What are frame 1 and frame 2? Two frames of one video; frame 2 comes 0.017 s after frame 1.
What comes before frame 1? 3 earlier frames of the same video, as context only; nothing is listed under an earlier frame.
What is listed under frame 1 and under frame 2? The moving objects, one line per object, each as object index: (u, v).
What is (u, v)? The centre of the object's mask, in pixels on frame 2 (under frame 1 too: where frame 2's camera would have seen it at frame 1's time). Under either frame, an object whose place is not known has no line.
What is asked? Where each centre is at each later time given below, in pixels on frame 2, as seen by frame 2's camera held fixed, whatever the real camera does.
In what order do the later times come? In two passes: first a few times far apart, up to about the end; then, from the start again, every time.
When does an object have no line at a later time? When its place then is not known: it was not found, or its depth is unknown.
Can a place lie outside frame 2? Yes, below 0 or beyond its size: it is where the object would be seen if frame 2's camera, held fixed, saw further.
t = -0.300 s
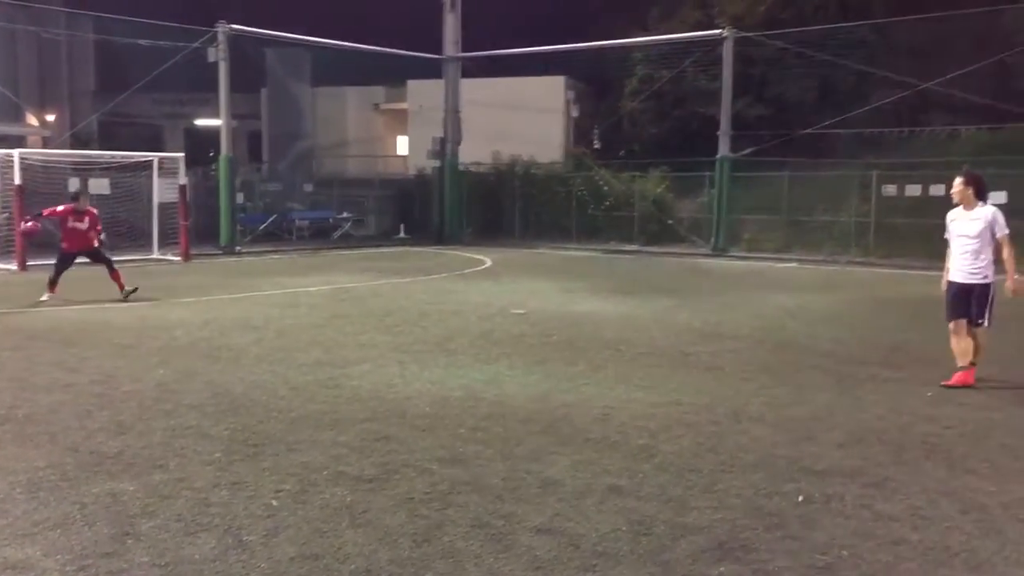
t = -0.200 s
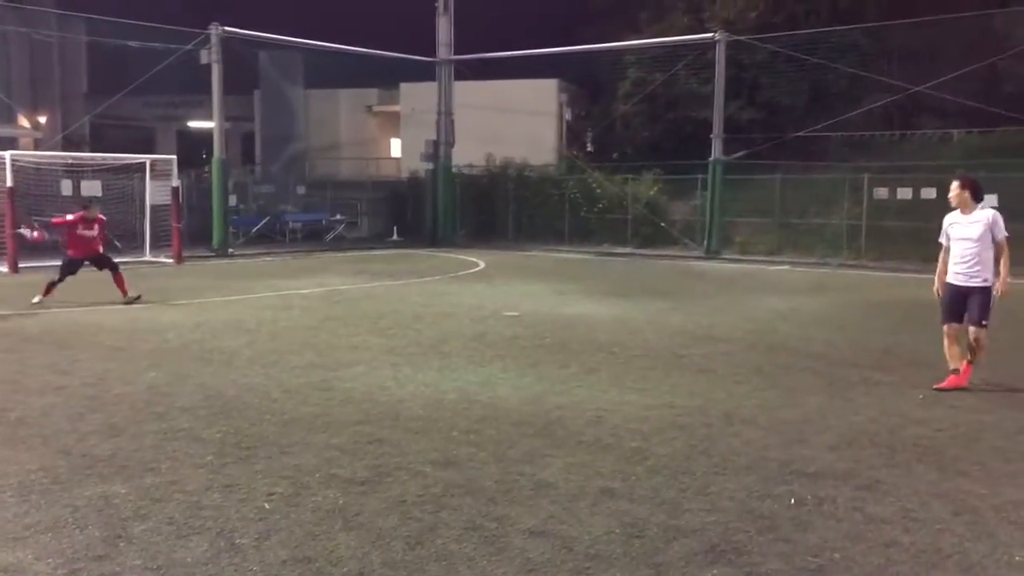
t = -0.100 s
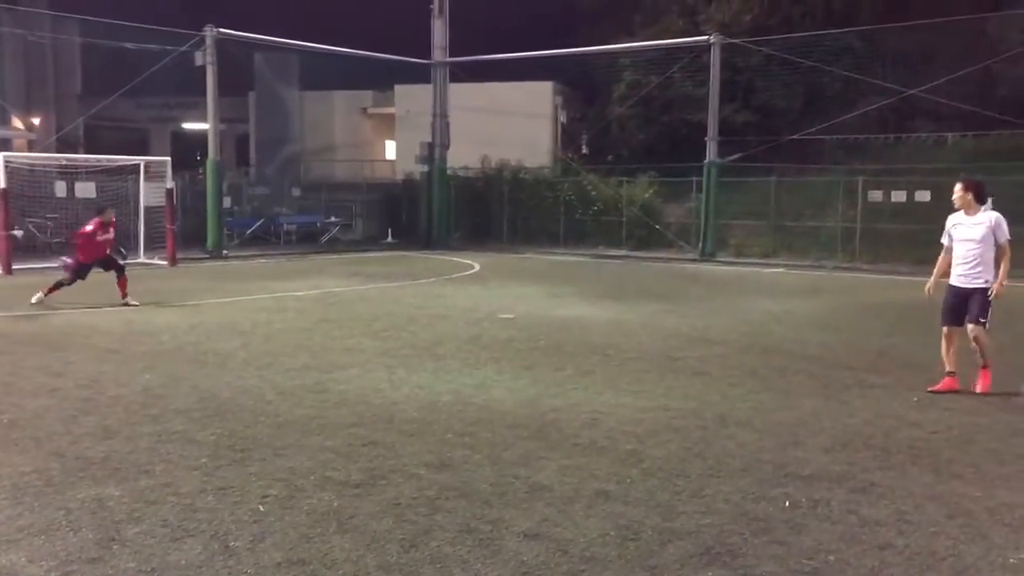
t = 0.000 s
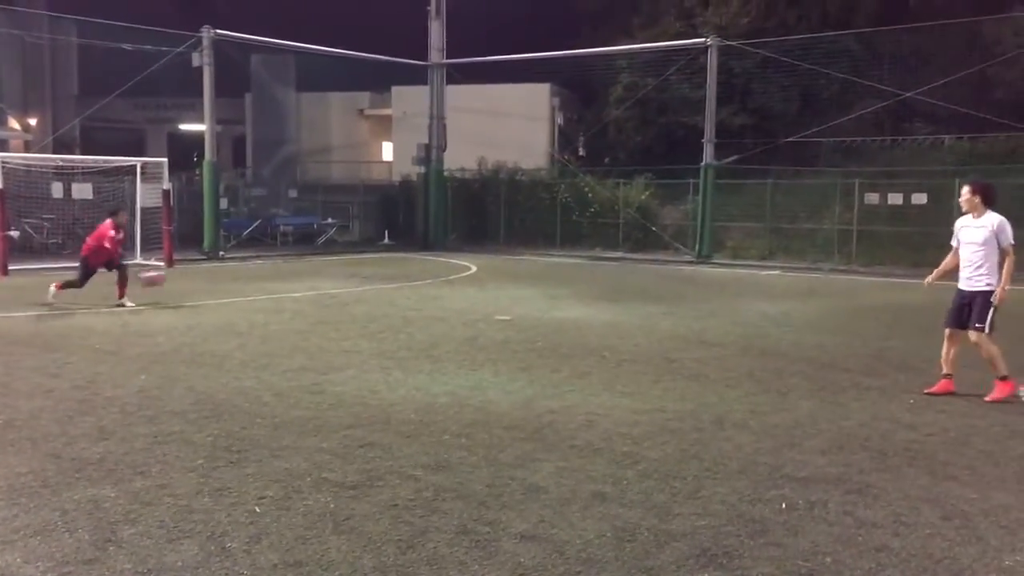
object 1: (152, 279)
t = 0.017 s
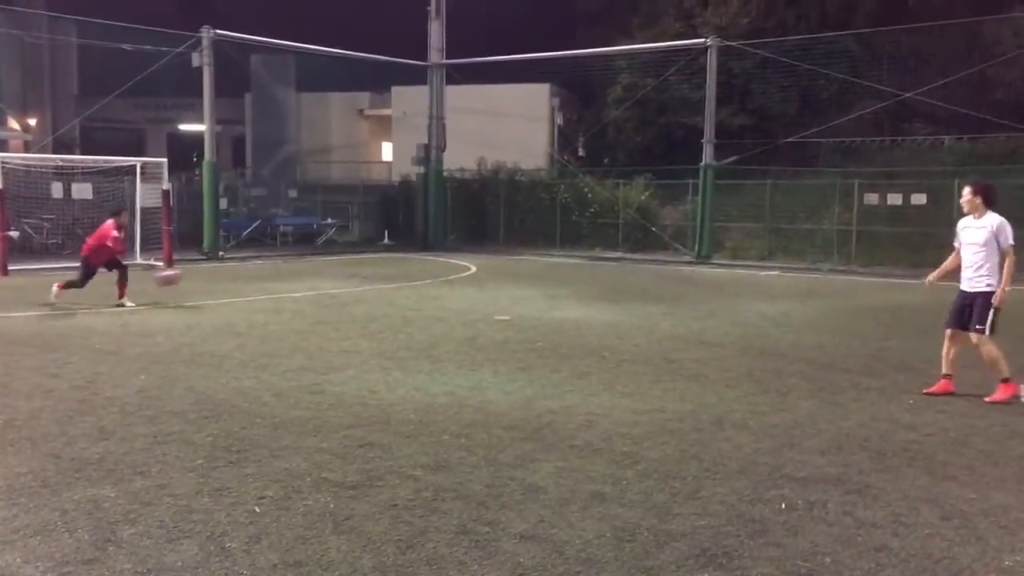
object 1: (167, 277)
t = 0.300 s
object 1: (454, 292)
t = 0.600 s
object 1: (696, 294)
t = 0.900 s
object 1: (892, 301)
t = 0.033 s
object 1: (186, 276)
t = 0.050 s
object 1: (204, 276)
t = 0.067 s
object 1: (221, 275)
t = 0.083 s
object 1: (237, 275)
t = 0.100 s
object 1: (256, 275)
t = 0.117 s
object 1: (272, 275)
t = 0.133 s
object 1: (288, 275)
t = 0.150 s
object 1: (306, 276)
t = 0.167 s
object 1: (322, 278)
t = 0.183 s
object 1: (339, 278)
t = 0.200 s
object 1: (356, 281)
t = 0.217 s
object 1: (373, 282)
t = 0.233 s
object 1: (389, 283)
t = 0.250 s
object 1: (405, 286)
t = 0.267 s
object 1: (422, 288)
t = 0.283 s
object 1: (438, 290)
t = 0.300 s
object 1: (454, 292)
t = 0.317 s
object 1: (471, 296)
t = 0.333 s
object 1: (487, 299)
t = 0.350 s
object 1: (502, 302)
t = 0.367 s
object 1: (515, 300)
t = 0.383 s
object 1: (529, 298)
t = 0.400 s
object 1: (541, 296)
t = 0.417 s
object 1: (554, 295)
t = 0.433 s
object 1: (567, 294)
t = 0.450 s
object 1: (580, 292)
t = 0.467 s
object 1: (594, 292)
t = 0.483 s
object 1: (607, 291)
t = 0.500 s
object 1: (619, 291)
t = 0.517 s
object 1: (632, 291)
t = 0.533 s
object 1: (646, 291)
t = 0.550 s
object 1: (658, 292)
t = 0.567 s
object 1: (670, 292)
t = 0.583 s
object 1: (683, 293)
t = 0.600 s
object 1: (696, 294)
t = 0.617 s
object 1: (708, 295)
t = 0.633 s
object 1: (721, 296)
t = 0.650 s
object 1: (733, 298)
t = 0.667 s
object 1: (746, 300)
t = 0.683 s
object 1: (758, 301)
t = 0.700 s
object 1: (769, 300)
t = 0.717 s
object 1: (779, 299)
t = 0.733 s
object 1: (789, 298)
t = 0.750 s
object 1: (800, 297)
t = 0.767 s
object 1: (810, 297)
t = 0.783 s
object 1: (820, 297)
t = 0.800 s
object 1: (831, 297)
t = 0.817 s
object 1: (841, 297)
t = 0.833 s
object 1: (851, 298)
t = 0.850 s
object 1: (861, 298)
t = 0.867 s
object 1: (871, 299)
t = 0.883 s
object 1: (882, 301)
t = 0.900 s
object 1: (892, 301)
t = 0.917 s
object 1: (901, 301)
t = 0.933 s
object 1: (911, 301)
